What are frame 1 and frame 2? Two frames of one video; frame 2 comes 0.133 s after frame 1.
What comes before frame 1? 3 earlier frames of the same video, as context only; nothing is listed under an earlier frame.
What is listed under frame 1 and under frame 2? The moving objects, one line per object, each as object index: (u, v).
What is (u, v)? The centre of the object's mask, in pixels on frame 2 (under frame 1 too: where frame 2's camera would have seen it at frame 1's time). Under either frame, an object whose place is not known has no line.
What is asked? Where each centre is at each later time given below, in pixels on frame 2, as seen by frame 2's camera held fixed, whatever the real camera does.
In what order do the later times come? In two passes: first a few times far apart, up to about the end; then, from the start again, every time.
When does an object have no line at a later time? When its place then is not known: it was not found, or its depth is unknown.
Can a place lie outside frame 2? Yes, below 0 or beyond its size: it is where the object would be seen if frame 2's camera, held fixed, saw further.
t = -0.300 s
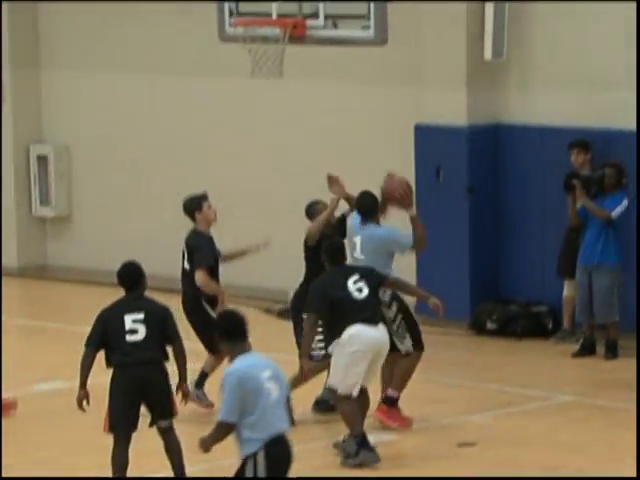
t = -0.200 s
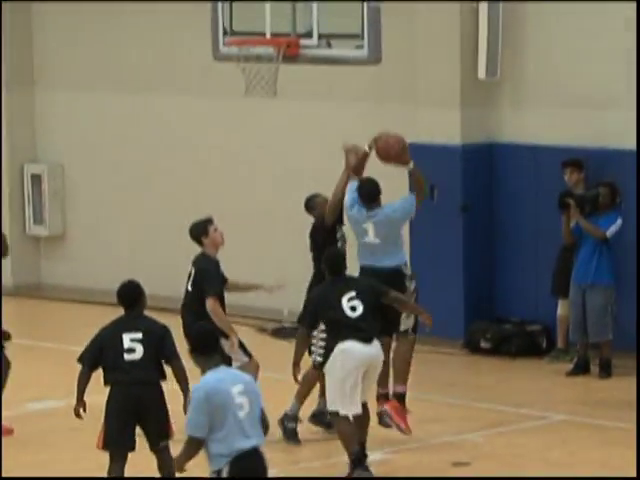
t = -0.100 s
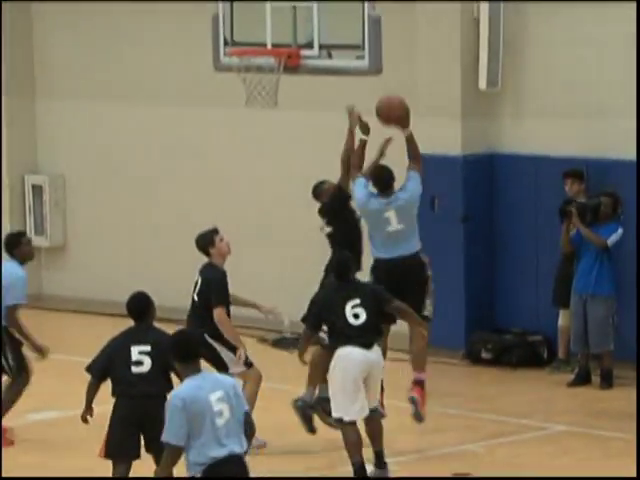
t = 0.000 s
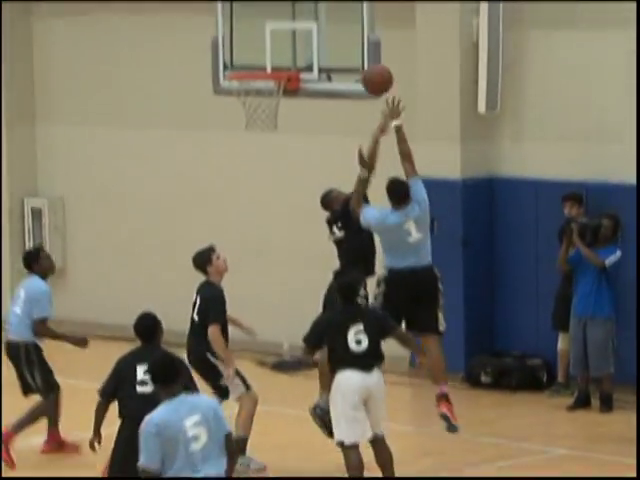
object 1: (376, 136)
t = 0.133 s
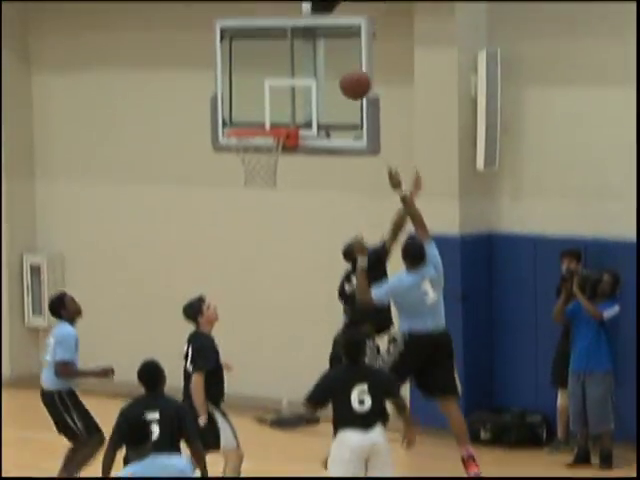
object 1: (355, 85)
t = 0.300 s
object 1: (331, 53)
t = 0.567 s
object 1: (272, 78)
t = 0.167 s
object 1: (350, 76)
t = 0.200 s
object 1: (345, 68)
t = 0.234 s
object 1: (340, 62)
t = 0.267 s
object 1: (335, 56)
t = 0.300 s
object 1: (331, 53)
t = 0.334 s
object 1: (326, 51)
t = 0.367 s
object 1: (319, 51)
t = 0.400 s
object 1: (310, 51)
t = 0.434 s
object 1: (303, 53)
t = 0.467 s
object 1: (297, 55)
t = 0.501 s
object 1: (288, 63)
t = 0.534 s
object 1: (280, 69)
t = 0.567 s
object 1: (272, 78)
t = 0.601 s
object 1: (264, 86)
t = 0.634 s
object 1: (257, 96)
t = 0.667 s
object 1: (249, 107)
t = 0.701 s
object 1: (242, 119)
